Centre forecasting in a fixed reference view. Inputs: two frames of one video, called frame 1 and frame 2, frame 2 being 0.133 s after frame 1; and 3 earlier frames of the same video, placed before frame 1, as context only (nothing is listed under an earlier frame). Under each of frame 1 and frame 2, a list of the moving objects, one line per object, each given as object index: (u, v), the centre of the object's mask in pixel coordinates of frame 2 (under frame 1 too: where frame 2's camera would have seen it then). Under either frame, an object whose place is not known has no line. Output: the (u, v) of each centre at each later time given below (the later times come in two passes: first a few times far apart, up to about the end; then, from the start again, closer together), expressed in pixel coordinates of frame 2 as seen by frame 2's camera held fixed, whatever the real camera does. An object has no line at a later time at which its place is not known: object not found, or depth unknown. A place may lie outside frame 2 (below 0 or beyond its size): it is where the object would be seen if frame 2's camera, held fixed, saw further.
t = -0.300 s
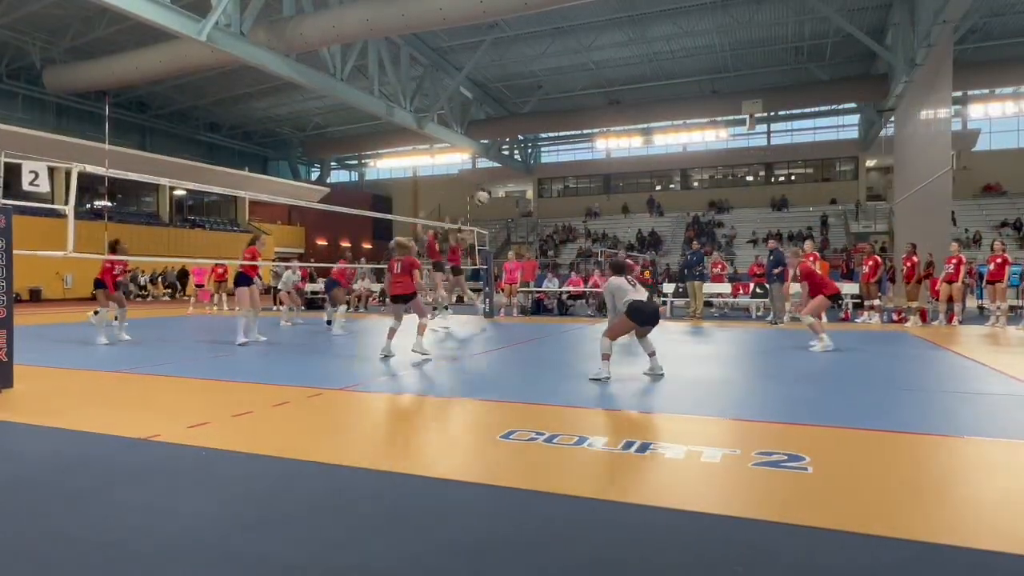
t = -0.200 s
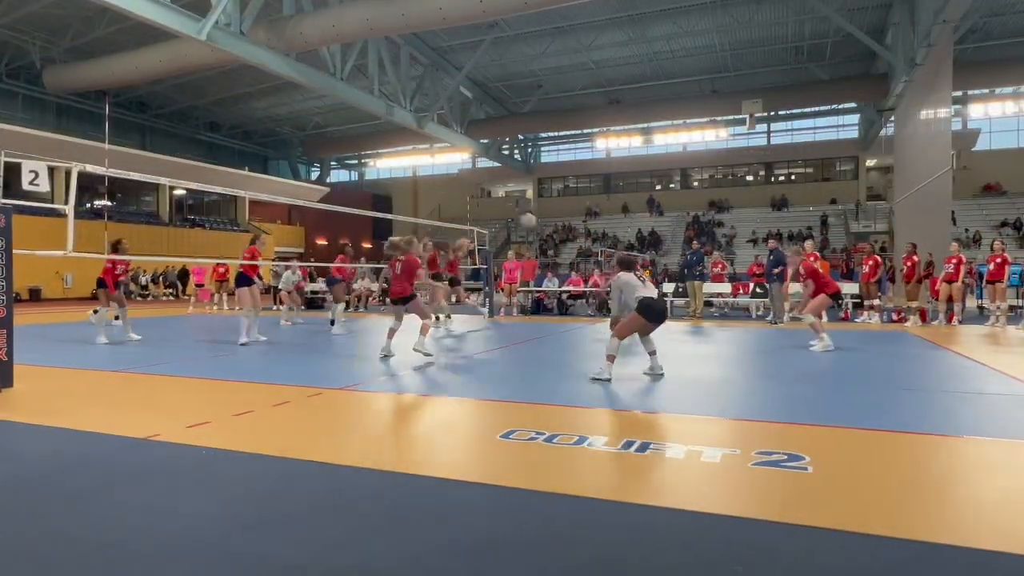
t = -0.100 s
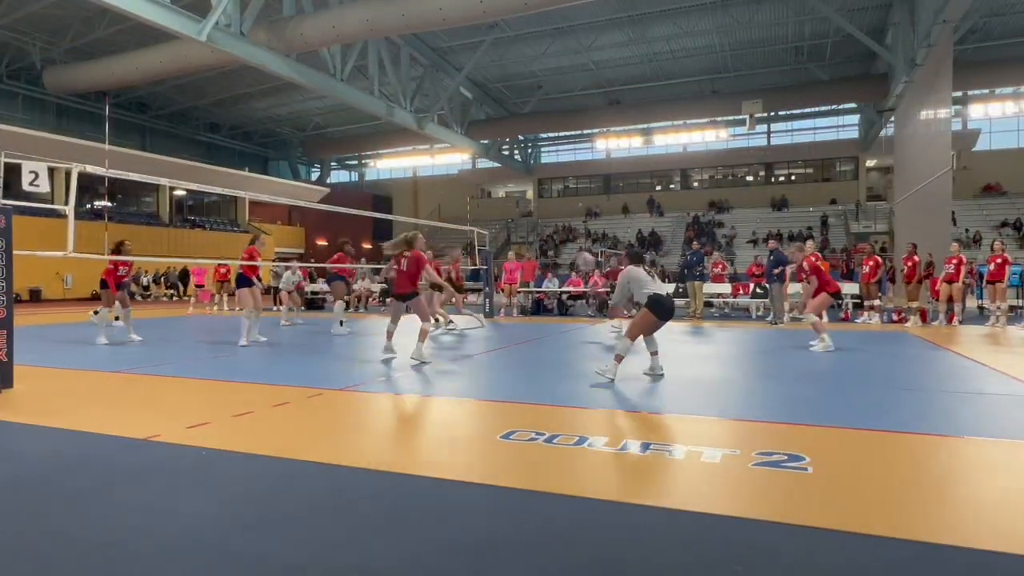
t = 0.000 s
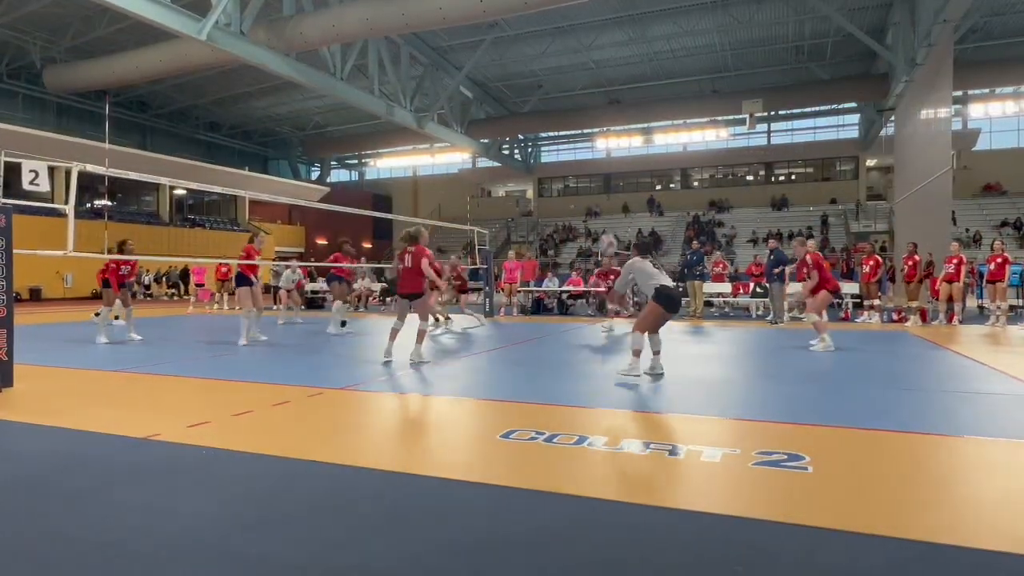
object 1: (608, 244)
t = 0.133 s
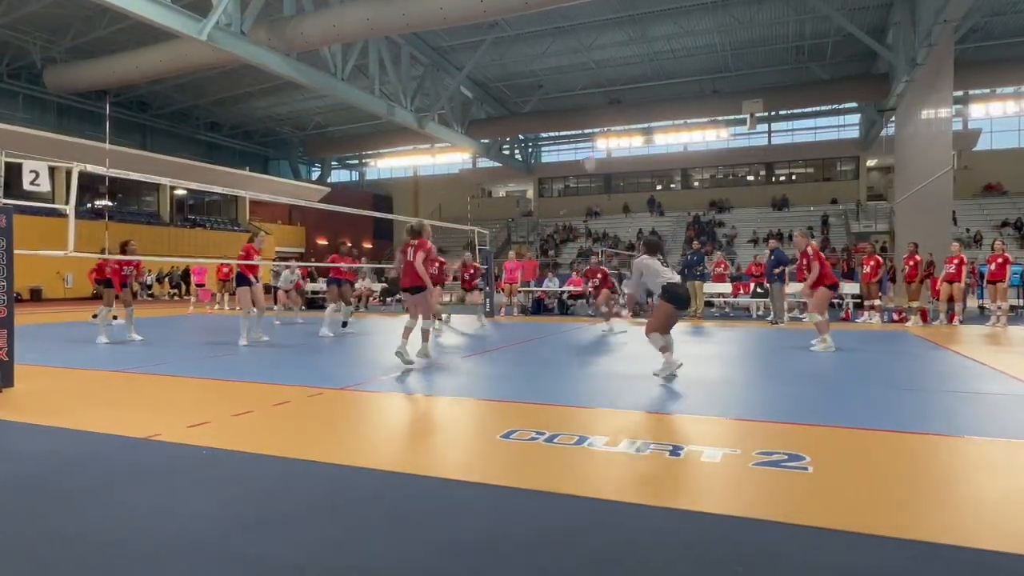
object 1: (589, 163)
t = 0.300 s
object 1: (568, 91)
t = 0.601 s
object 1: (537, 33)
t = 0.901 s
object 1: (515, 39)
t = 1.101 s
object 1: (504, 69)
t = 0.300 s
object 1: (568, 91)
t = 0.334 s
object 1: (564, 81)
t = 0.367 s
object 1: (561, 71)
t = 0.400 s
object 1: (558, 63)
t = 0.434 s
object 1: (555, 56)
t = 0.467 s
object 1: (551, 50)
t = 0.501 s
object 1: (548, 44)
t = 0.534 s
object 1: (545, 40)
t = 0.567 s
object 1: (542, 36)
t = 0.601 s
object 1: (537, 33)
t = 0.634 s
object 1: (534, 32)
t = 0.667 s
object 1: (531, 30)
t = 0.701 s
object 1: (529, 29)
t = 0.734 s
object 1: (527, 30)
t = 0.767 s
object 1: (525, 31)
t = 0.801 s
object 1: (522, 32)
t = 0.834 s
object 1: (520, 34)
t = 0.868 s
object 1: (518, 36)
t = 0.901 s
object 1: (515, 39)
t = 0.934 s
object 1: (514, 43)
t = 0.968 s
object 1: (512, 47)
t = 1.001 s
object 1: (510, 52)
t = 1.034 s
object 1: (508, 57)
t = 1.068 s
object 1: (506, 63)
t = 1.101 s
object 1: (504, 69)
